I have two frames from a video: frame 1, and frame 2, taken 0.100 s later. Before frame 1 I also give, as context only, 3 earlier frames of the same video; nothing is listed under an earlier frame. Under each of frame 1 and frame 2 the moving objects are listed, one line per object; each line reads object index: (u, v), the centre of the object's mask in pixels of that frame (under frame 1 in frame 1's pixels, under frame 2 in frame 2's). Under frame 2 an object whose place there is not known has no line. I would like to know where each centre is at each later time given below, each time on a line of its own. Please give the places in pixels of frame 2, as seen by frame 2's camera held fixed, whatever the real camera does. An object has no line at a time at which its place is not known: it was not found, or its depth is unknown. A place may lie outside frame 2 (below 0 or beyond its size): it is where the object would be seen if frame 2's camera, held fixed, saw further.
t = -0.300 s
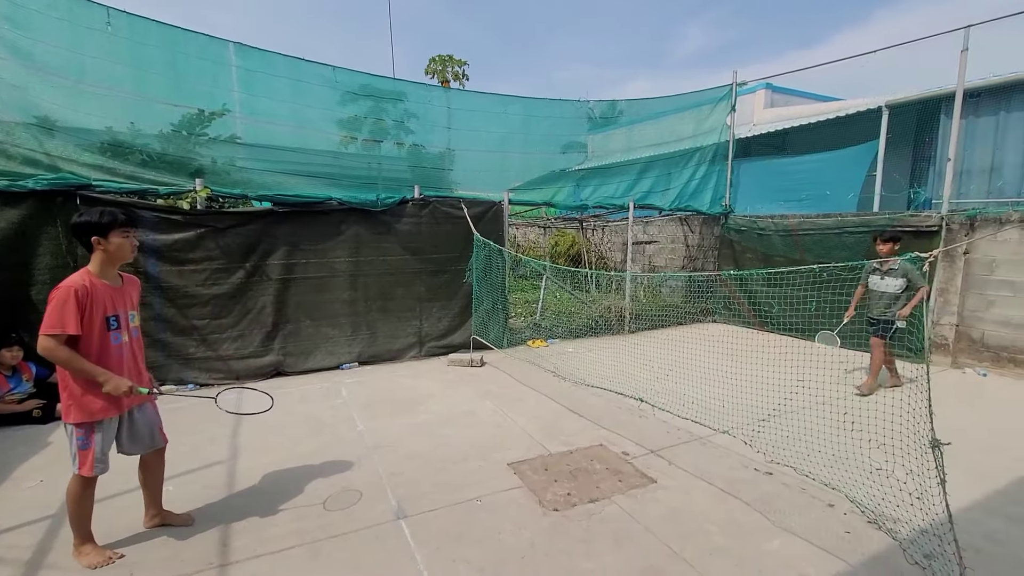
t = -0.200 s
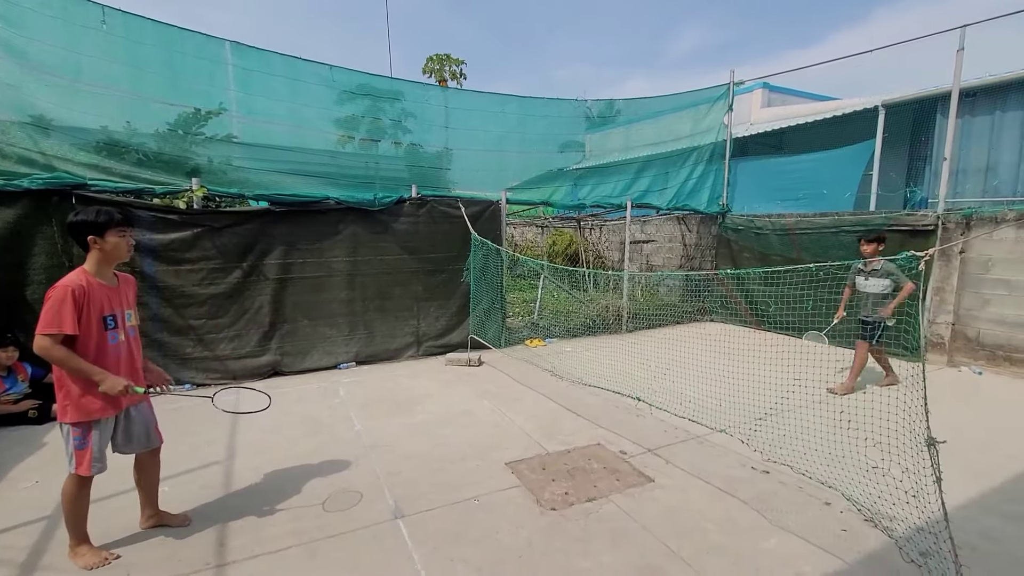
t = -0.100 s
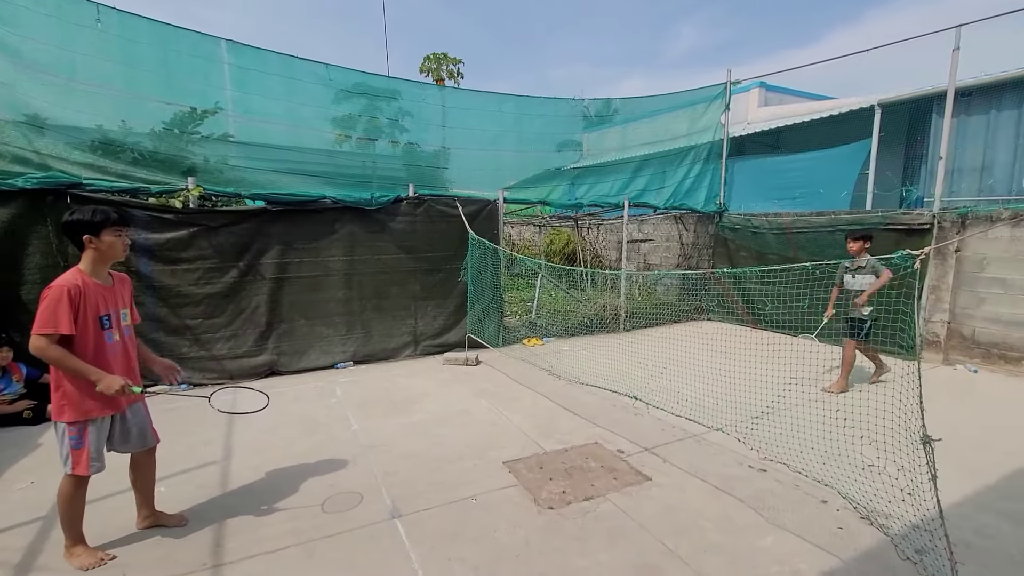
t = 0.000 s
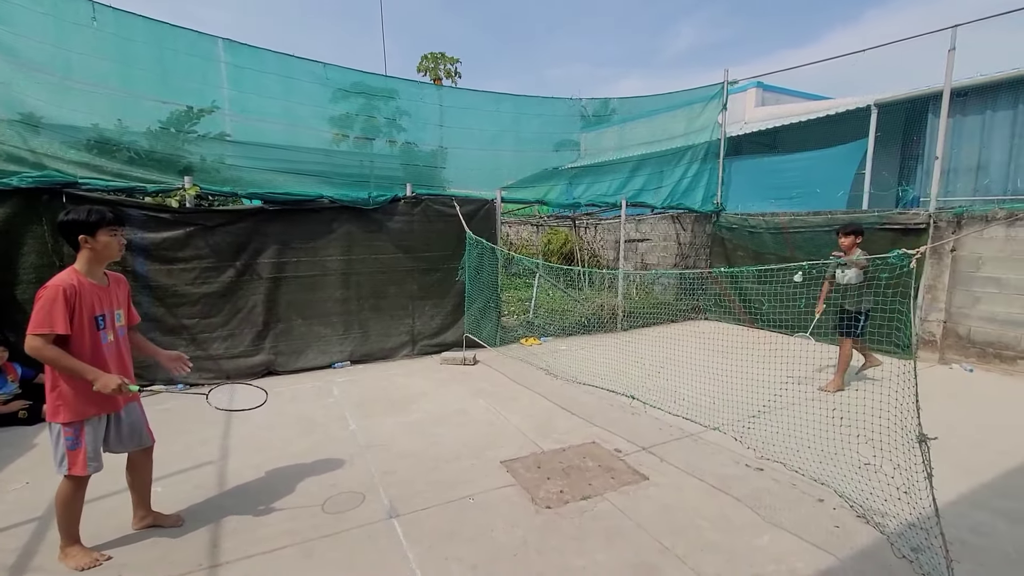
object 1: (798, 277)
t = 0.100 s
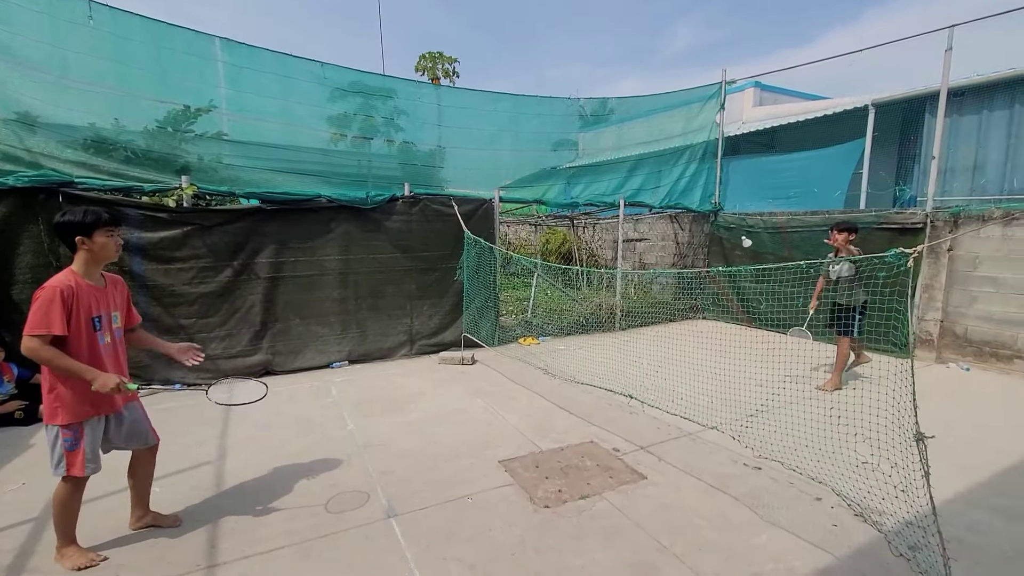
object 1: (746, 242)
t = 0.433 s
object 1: (570, 225)
